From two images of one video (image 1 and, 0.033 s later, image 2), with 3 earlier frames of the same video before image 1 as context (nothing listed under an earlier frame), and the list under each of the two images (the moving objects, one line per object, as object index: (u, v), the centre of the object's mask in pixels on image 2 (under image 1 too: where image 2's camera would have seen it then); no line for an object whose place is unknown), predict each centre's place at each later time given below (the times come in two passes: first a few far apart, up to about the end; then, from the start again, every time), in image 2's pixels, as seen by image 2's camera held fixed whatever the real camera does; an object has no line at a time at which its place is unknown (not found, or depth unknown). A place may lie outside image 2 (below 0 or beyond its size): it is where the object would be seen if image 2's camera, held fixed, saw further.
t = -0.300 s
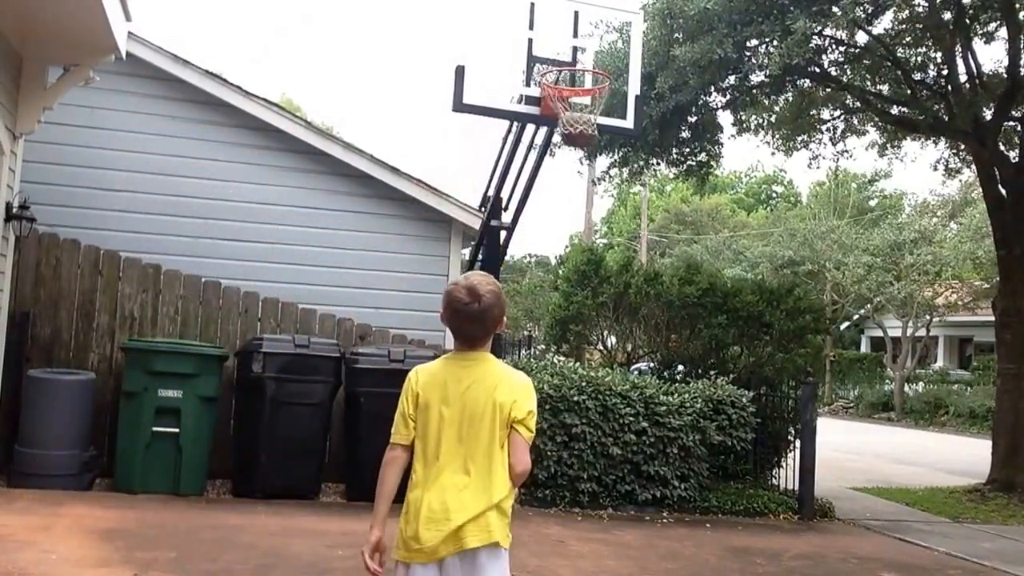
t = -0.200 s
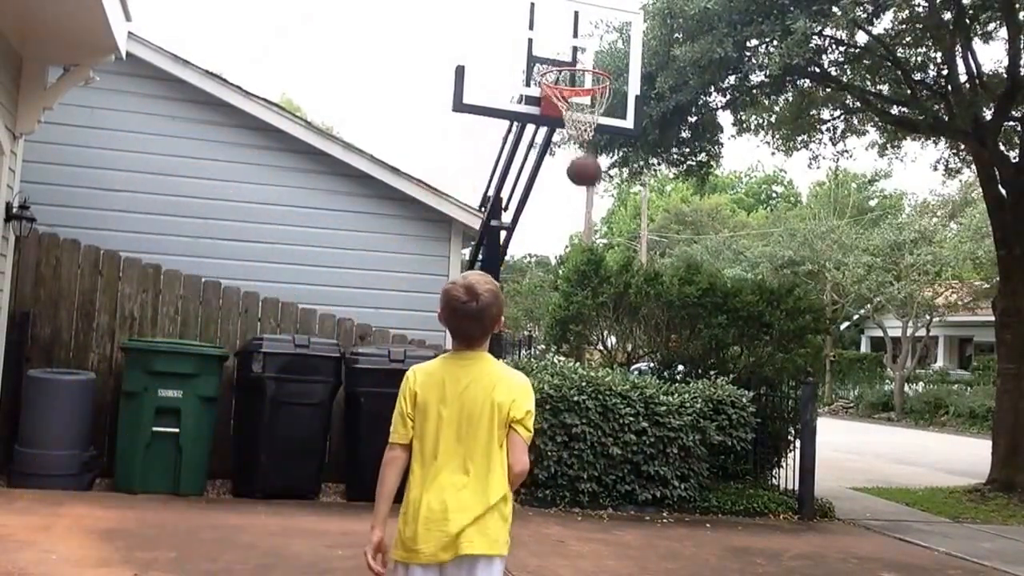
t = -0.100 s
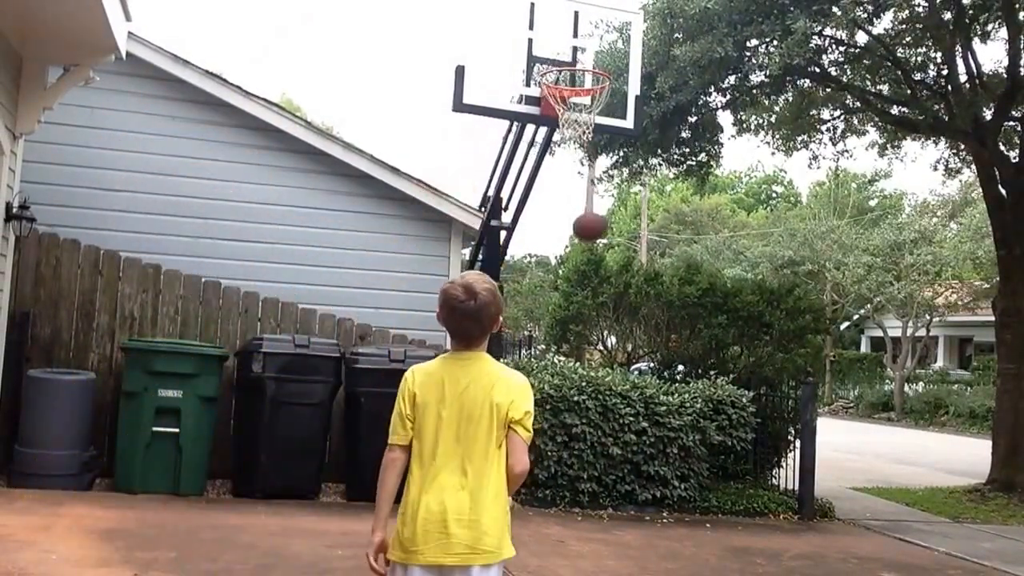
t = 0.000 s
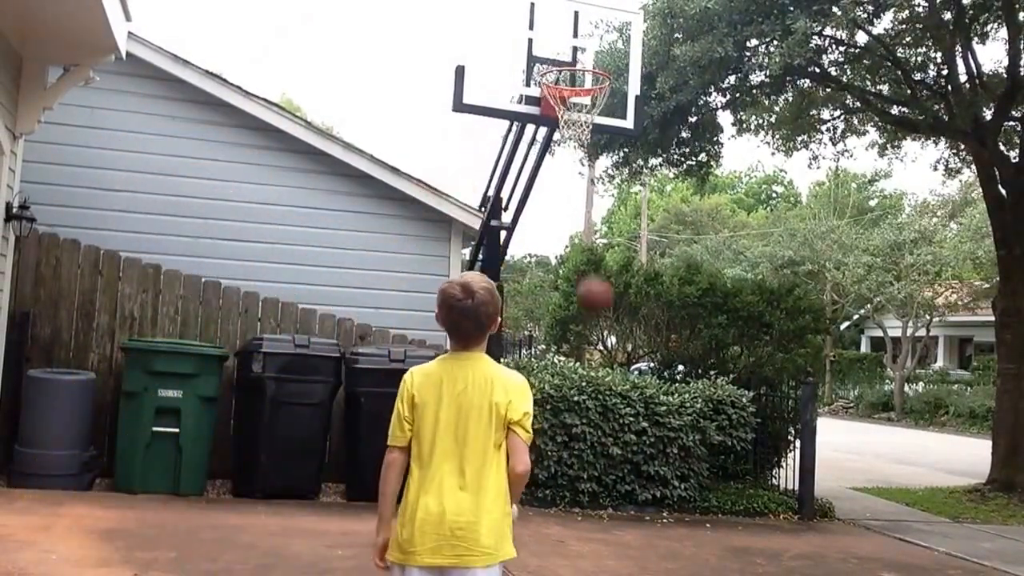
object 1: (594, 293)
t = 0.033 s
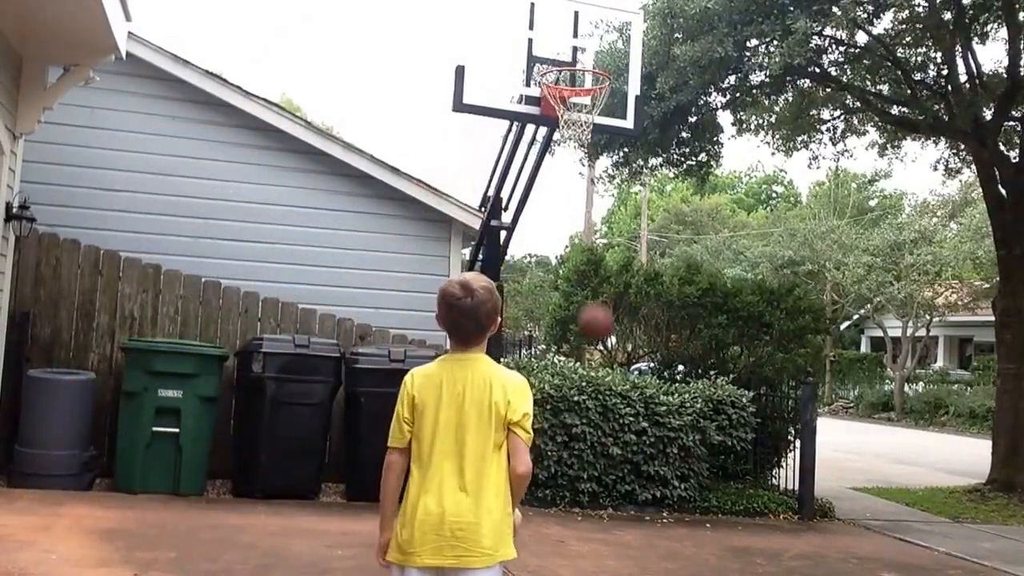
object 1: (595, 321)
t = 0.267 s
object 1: (607, 532)
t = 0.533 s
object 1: (658, 351)
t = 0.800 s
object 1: (704, 288)
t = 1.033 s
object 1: (751, 336)
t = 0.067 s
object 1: (596, 352)
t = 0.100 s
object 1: (599, 383)
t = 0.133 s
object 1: (600, 416)
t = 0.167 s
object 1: (603, 453)
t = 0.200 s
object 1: (604, 488)
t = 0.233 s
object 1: (604, 528)
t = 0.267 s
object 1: (607, 532)
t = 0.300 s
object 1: (614, 504)
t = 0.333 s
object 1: (620, 478)
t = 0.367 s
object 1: (627, 451)
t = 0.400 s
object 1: (633, 429)
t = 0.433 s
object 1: (637, 407)
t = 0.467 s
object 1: (645, 388)
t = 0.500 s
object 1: (650, 368)
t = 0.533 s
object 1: (658, 351)
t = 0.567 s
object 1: (663, 338)
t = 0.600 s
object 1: (668, 324)
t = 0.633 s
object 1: (675, 313)
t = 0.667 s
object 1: (681, 305)
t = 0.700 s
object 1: (687, 297)
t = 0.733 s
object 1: (692, 292)
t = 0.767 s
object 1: (699, 288)
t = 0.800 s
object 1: (704, 288)
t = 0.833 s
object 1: (711, 288)
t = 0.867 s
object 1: (718, 288)
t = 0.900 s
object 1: (723, 294)
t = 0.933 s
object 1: (731, 300)
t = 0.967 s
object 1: (738, 310)
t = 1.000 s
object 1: (743, 322)
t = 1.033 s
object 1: (751, 336)
